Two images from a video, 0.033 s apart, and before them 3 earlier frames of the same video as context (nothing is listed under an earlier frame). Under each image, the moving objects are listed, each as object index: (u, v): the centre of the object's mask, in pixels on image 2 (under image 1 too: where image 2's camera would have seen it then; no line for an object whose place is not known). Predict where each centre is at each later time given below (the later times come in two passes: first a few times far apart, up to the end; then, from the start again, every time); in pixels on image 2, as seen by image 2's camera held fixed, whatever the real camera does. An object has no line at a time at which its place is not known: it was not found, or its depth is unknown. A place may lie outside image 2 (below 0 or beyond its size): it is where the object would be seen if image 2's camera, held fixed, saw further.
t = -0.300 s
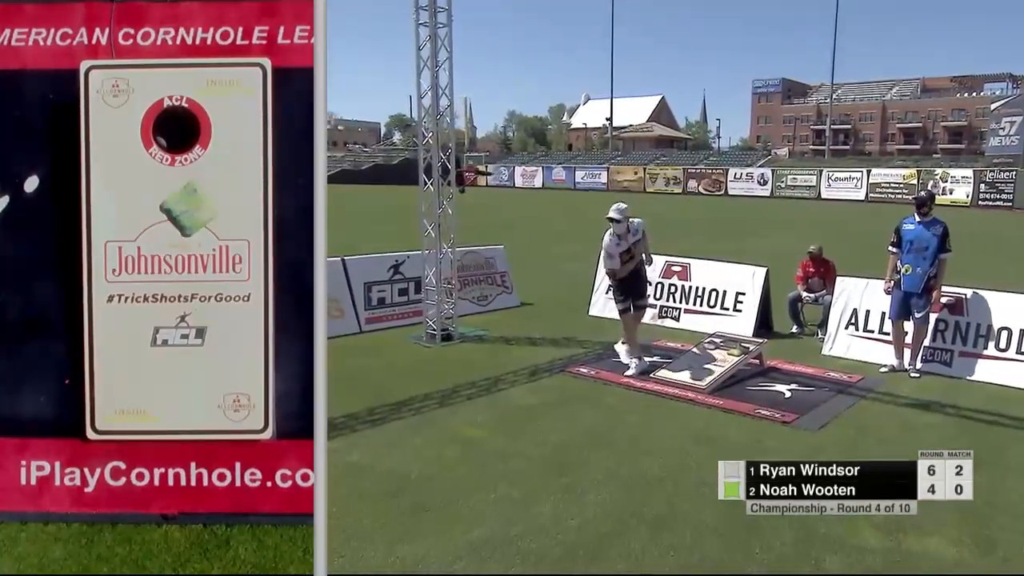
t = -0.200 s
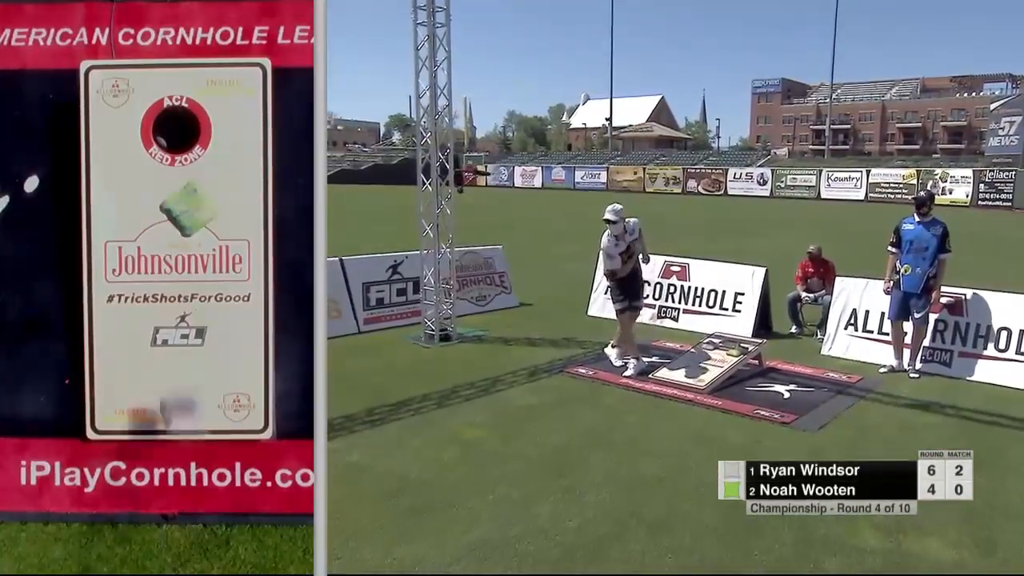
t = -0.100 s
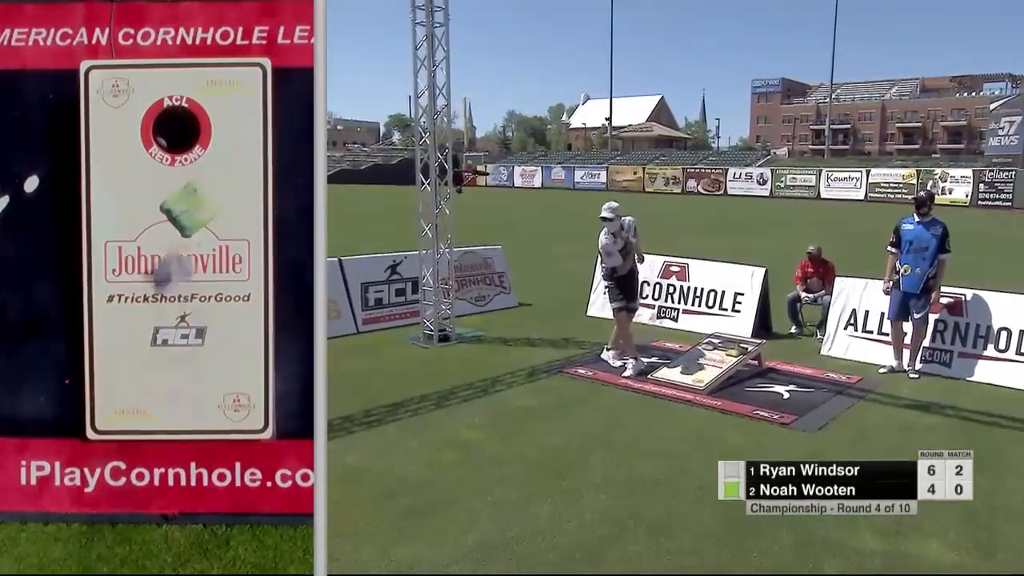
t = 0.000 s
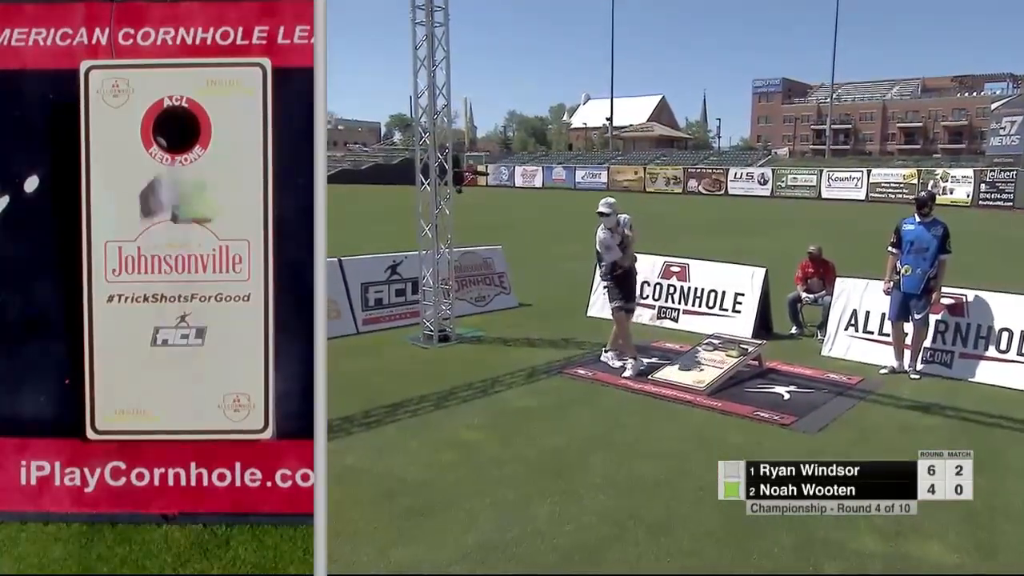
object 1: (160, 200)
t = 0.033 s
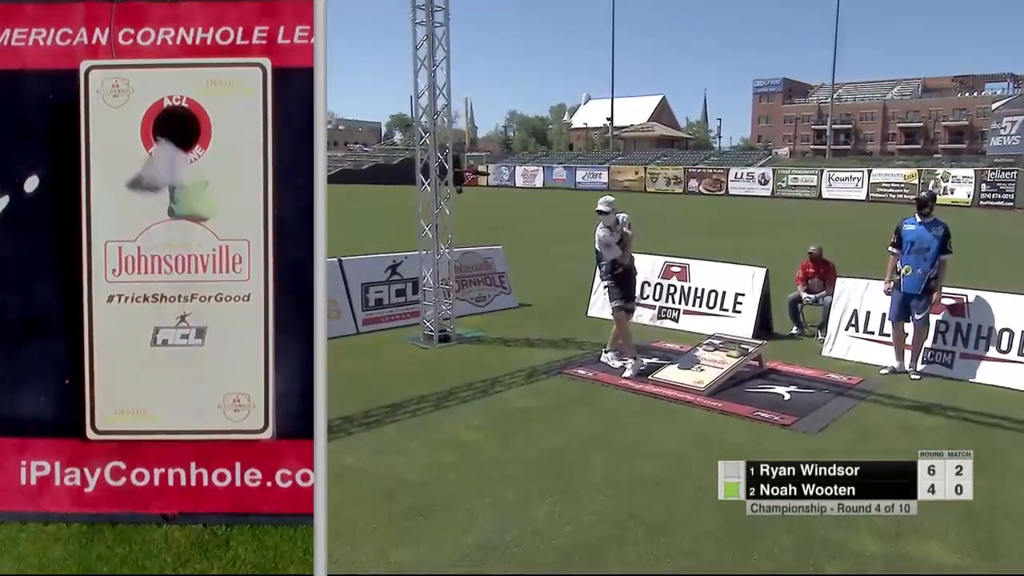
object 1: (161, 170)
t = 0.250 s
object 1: (161, 115)
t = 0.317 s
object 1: (165, 119)
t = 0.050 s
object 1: (158, 159)
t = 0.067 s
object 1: (156, 149)
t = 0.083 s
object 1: (156, 139)
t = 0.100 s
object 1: (155, 131)
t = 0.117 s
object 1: (153, 123)
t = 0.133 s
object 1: (152, 120)
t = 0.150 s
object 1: (152, 119)
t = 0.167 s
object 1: (153, 118)
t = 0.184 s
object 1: (155, 117)
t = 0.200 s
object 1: (158, 115)
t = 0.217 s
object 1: (159, 115)
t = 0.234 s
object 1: (160, 115)
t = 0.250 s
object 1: (161, 115)
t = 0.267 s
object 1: (162, 115)
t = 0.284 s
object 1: (163, 116)
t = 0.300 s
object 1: (164, 117)
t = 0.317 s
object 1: (165, 119)
